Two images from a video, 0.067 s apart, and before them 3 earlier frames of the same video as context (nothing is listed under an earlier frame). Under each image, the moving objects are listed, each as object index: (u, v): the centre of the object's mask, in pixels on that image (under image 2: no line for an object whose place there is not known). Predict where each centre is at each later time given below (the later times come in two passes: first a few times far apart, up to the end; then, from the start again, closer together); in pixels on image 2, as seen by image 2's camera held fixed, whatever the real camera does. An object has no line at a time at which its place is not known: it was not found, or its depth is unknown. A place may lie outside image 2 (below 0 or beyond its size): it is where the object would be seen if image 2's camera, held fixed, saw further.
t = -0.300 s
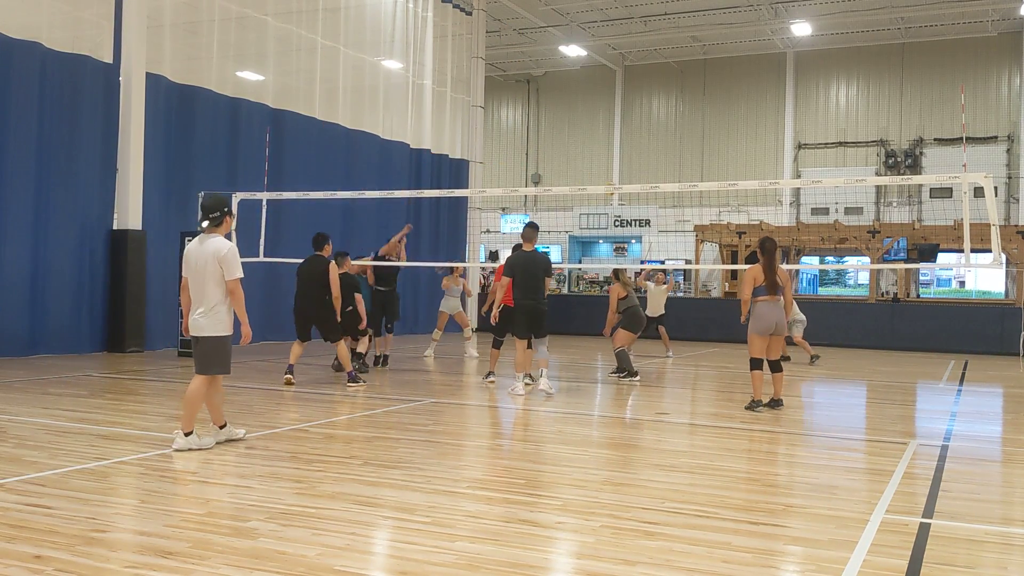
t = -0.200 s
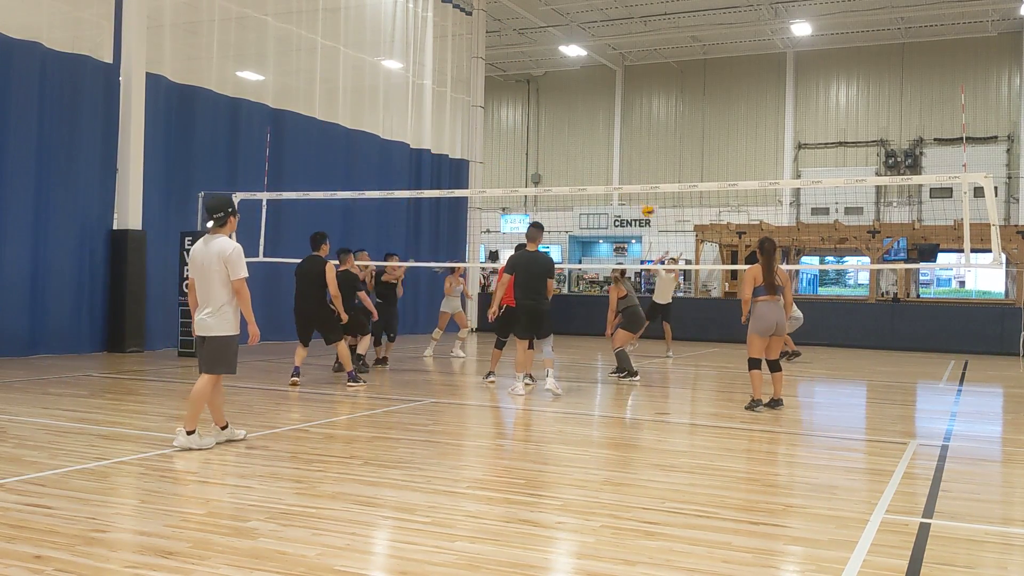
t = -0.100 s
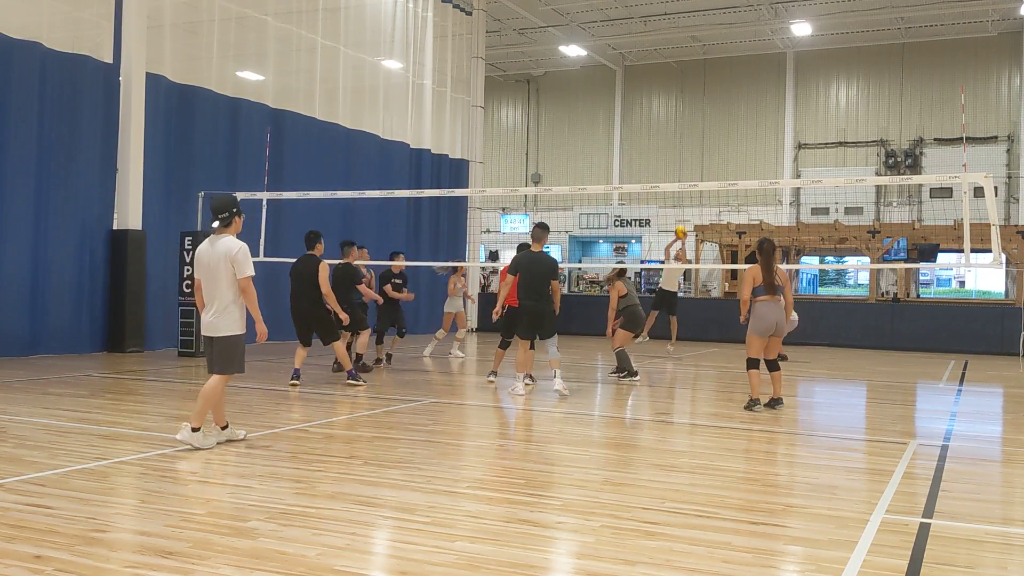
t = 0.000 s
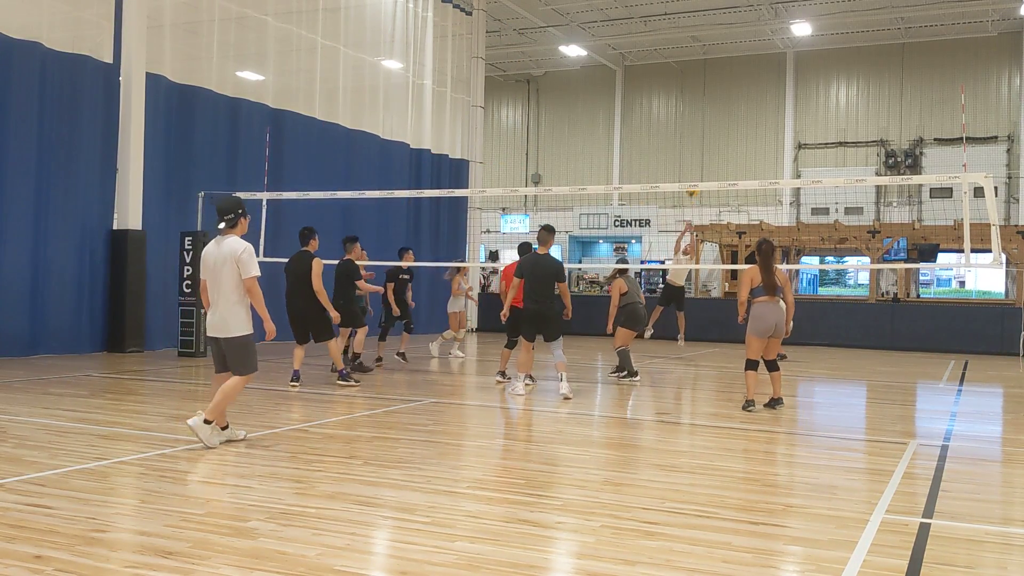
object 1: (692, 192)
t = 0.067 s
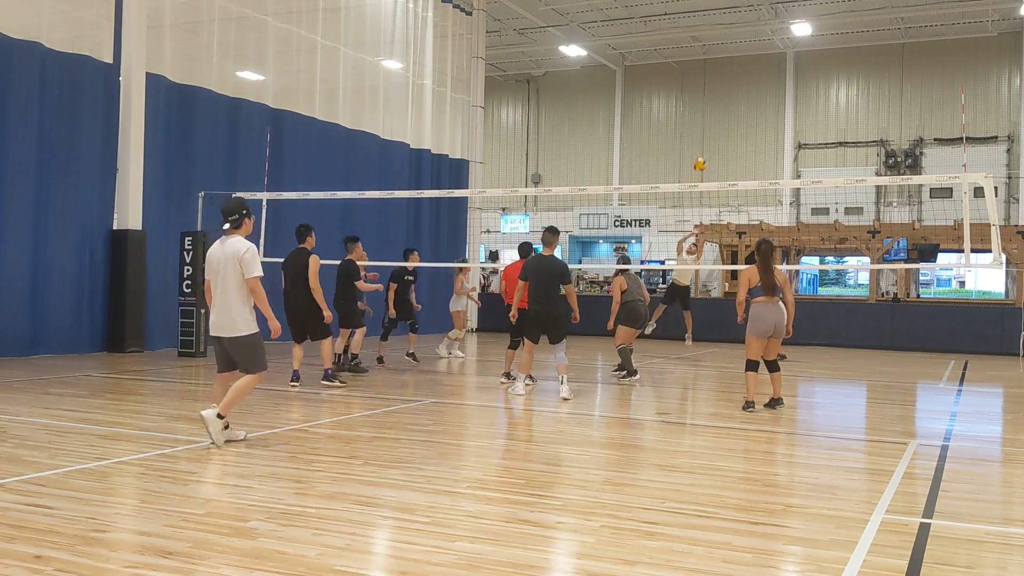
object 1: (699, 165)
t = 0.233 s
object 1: (718, 111)
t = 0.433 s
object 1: (742, 66)
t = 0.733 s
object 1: (780, 45)
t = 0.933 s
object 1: (804, 65)
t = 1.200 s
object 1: (839, 139)
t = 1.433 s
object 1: (867, 250)
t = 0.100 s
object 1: (703, 152)
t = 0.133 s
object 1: (708, 141)
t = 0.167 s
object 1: (711, 130)
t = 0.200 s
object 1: (714, 120)
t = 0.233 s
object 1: (718, 111)
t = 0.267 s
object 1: (722, 102)
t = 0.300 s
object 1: (726, 93)
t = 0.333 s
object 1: (730, 85)
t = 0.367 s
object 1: (735, 78)
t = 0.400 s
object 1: (738, 72)
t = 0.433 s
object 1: (742, 66)
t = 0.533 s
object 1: (754, 52)
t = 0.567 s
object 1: (759, 49)
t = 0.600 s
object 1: (763, 47)
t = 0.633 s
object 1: (767, 45)
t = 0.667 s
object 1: (771, 45)
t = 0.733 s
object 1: (780, 45)
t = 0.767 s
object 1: (784, 46)
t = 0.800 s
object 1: (788, 48)
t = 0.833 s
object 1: (793, 51)
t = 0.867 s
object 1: (797, 55)
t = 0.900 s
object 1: (801, 59)
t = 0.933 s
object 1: (804, 65)
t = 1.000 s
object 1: (814, 77)
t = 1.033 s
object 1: (818, 85)
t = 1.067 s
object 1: (822, 94)
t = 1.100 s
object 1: (826, 104)
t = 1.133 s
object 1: (830, 115)
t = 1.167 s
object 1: (834, 127)
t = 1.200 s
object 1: (839, 139)
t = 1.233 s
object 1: (843, 152)
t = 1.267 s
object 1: (848, 167)
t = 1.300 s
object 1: (851, 187)
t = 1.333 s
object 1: (855, 199)
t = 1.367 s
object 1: (860, 216)
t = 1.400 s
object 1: (863, 235)
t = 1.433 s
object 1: (867, 250)
